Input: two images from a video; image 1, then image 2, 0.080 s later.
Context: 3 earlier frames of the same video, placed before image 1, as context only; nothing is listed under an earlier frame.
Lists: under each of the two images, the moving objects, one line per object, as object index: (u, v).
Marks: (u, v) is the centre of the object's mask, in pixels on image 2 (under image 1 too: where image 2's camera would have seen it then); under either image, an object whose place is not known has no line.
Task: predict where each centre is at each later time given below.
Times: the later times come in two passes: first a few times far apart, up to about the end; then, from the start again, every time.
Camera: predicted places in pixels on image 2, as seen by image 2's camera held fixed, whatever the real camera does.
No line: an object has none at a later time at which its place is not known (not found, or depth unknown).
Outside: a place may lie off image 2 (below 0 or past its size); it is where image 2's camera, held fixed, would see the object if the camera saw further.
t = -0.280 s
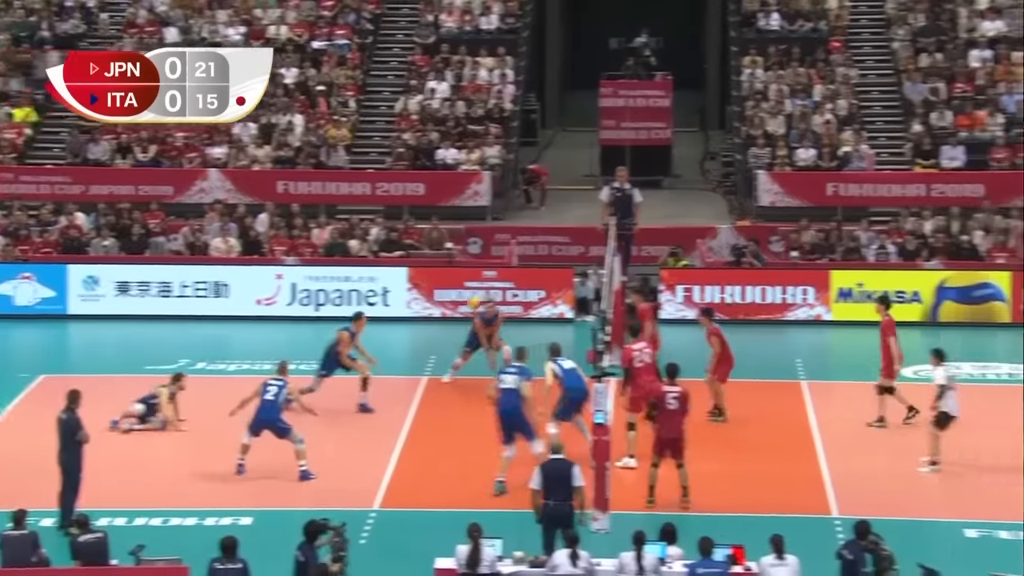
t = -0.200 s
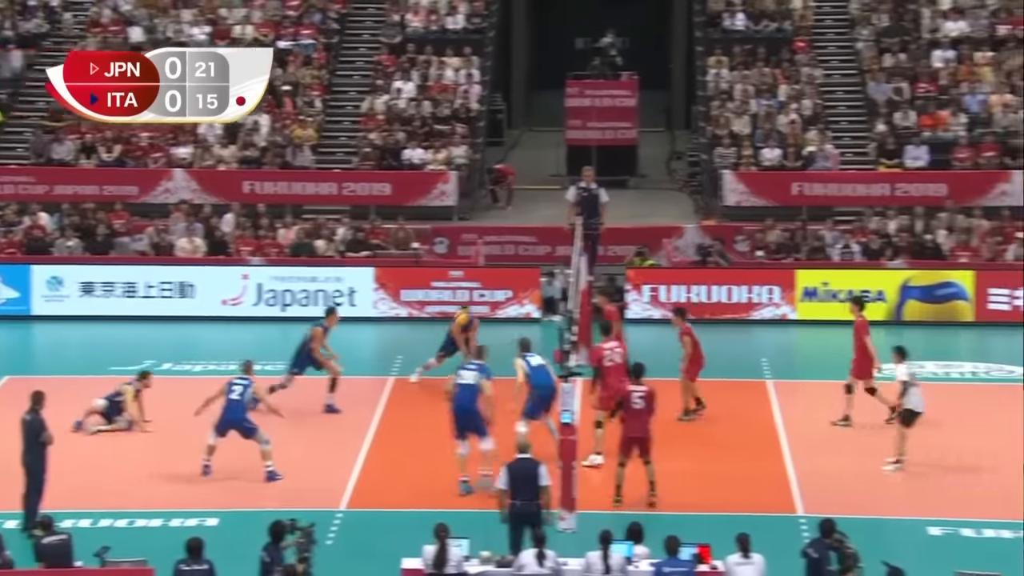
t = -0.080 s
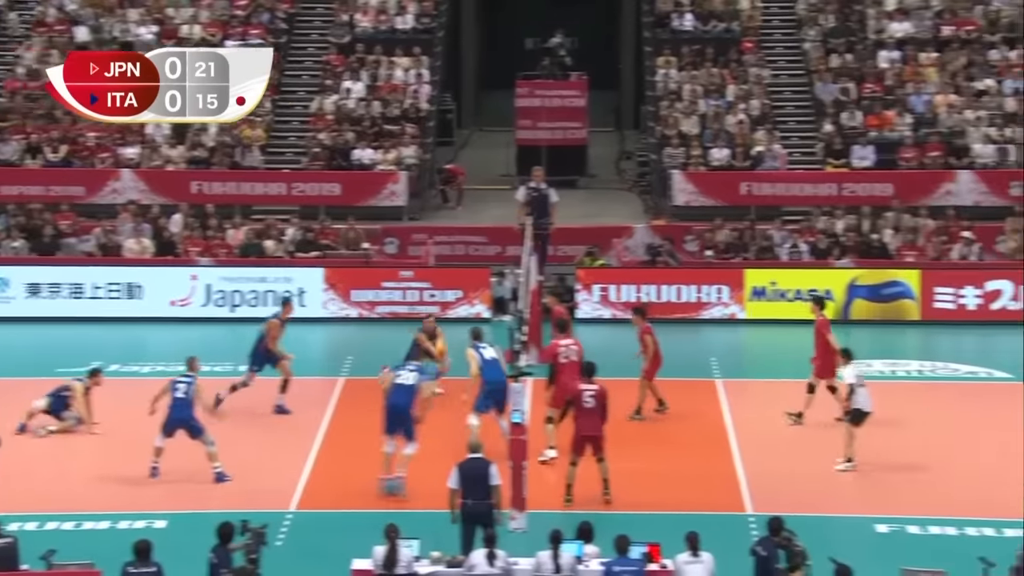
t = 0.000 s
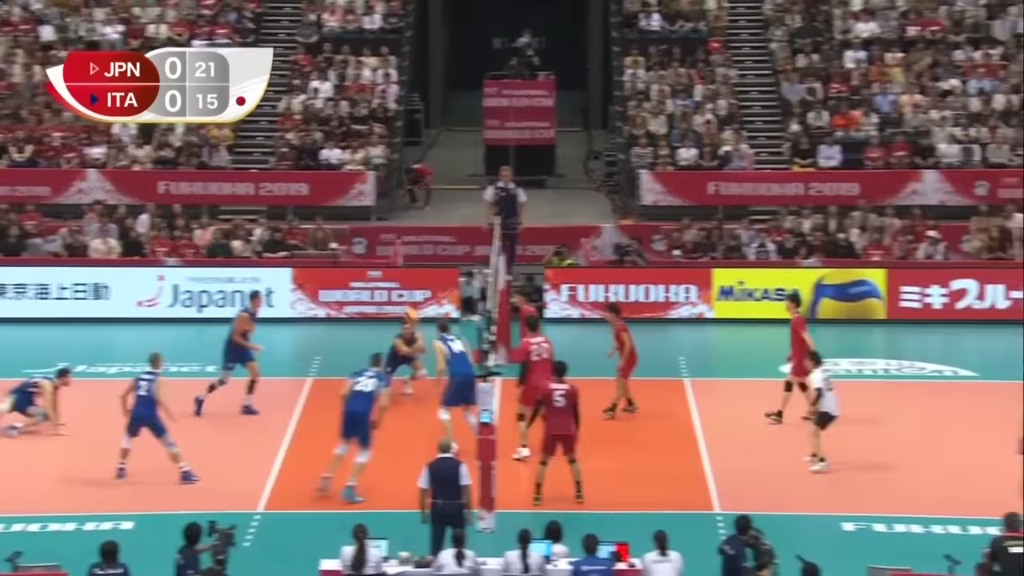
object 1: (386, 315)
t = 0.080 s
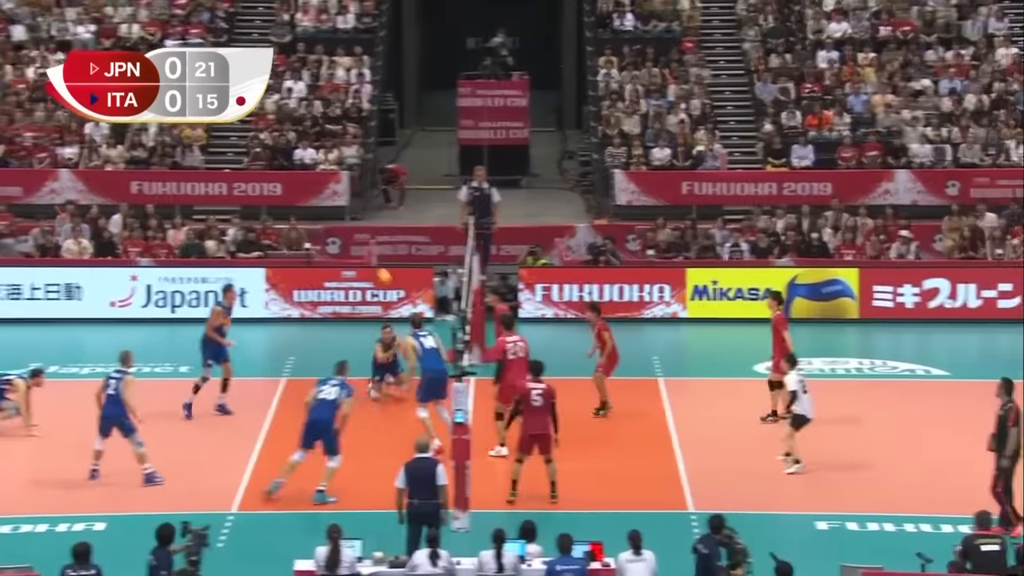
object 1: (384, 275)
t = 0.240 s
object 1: (380, 210)
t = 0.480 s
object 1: (376, 143)
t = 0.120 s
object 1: (384, 258)
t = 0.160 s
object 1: (382, 240)
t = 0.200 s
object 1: (381, 224)
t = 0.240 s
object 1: (380, 210)
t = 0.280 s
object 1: (379, 197)
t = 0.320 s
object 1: (379, 184)
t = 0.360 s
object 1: (378, 172)
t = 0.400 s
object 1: (377, 162)
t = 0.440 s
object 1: (376, 151)
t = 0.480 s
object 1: (376, 143)
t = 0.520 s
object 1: (375, 135)
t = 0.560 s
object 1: (374, 129)
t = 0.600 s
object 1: (374, 124)
